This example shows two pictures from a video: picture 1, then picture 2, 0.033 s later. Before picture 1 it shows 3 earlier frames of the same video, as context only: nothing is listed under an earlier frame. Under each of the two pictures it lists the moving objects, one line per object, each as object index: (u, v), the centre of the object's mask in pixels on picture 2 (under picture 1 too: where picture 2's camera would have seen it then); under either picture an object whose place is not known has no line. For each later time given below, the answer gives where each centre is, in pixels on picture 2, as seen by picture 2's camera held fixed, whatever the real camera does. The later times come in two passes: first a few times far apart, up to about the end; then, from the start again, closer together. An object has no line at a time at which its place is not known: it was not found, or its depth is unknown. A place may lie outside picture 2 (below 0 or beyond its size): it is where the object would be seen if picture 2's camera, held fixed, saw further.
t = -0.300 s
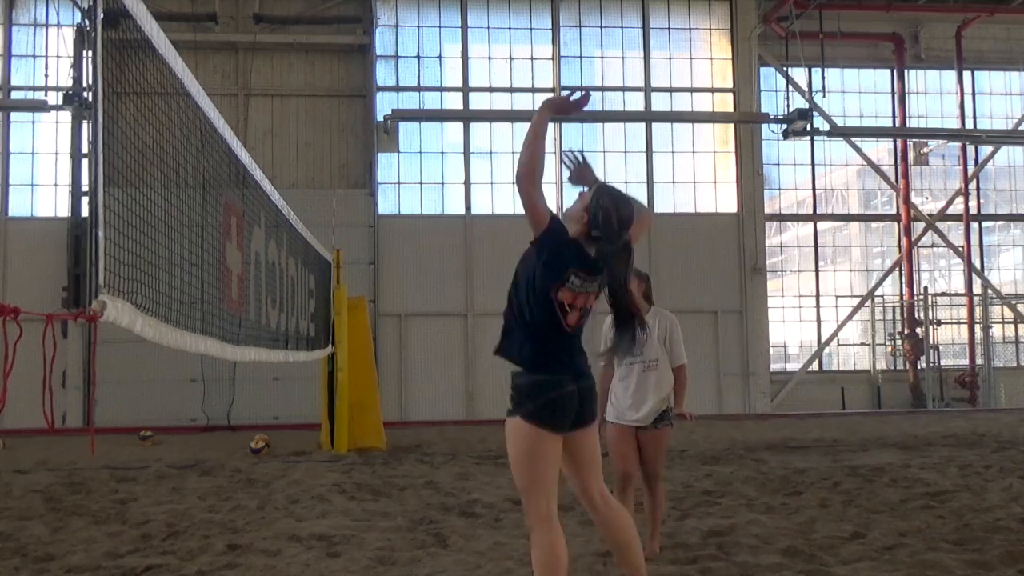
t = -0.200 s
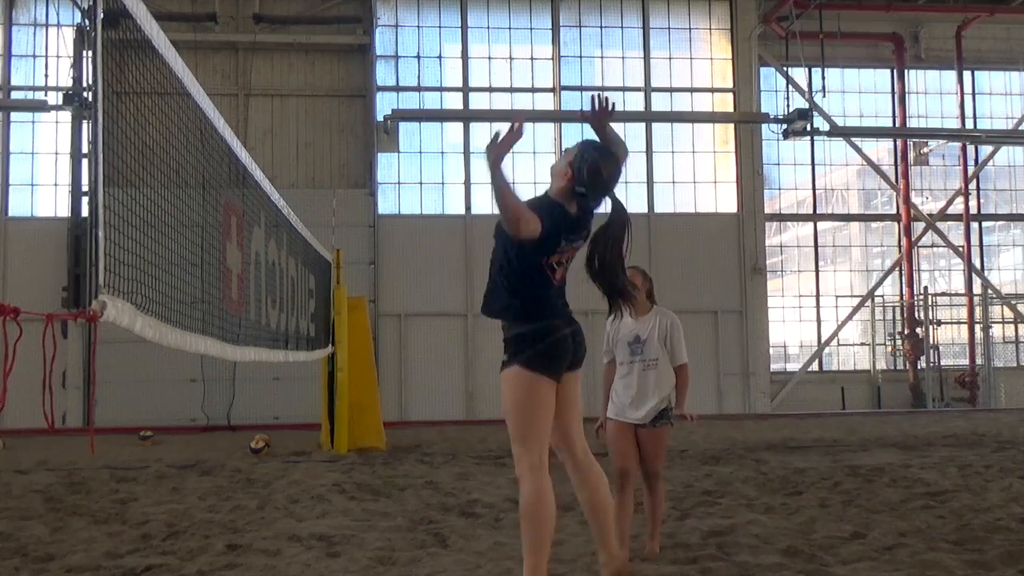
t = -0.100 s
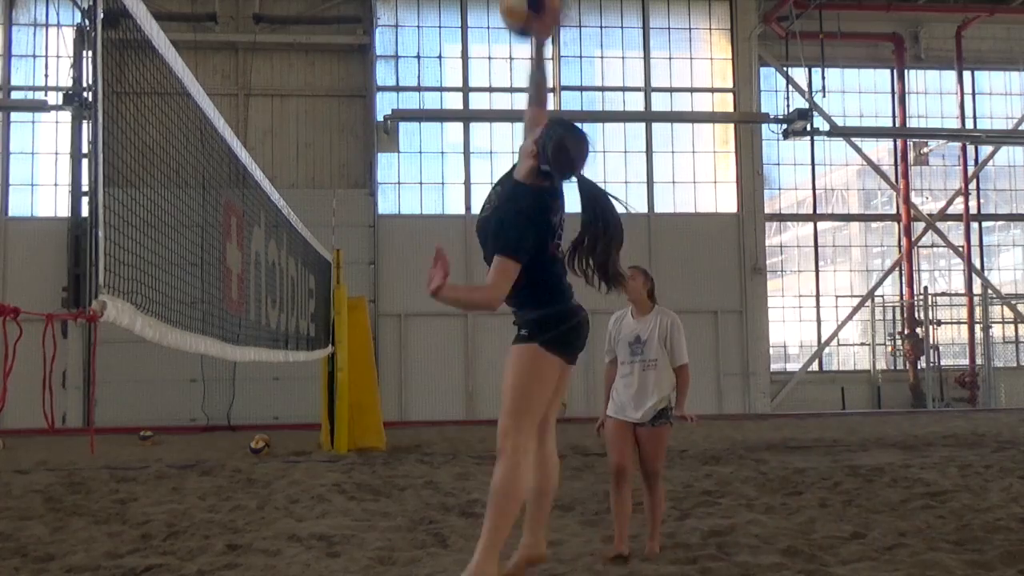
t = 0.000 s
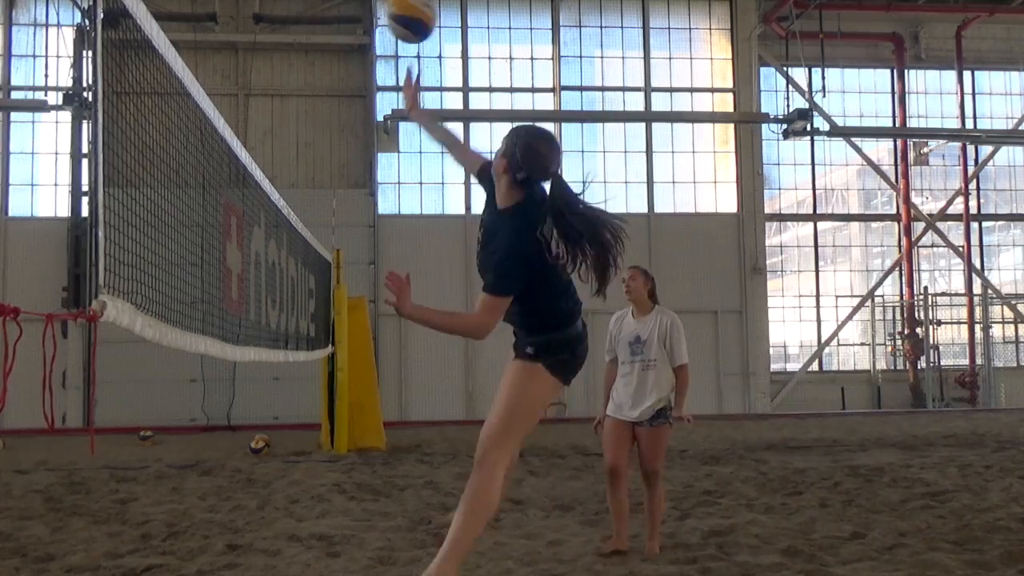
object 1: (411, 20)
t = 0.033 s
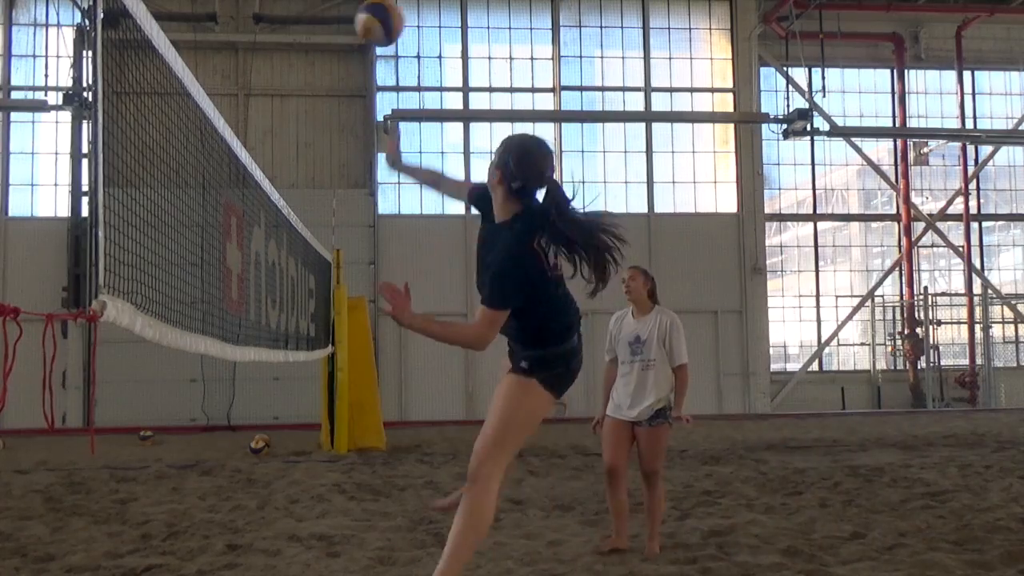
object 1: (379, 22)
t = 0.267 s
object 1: (230, 94)
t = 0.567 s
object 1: (130, 240)
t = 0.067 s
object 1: (351, 27)
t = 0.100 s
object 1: (326, 36)
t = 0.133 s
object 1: (303, 45)
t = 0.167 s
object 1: (283, 57)
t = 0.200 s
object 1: (265, 67)
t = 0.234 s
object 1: (246, 80)
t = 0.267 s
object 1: (230, 94)
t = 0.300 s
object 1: (222, 103)
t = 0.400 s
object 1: (180, 153)
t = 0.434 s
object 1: (166, 170)
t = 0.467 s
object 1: (156, 185)
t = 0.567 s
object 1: (130, 240)
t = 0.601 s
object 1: (124, 257)
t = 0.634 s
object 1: (117, 278)
